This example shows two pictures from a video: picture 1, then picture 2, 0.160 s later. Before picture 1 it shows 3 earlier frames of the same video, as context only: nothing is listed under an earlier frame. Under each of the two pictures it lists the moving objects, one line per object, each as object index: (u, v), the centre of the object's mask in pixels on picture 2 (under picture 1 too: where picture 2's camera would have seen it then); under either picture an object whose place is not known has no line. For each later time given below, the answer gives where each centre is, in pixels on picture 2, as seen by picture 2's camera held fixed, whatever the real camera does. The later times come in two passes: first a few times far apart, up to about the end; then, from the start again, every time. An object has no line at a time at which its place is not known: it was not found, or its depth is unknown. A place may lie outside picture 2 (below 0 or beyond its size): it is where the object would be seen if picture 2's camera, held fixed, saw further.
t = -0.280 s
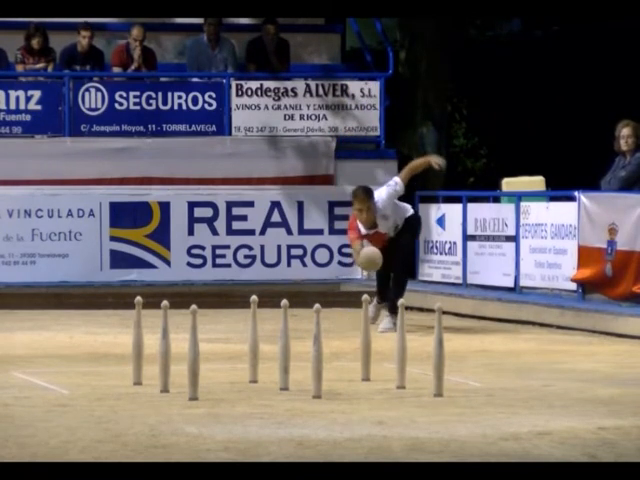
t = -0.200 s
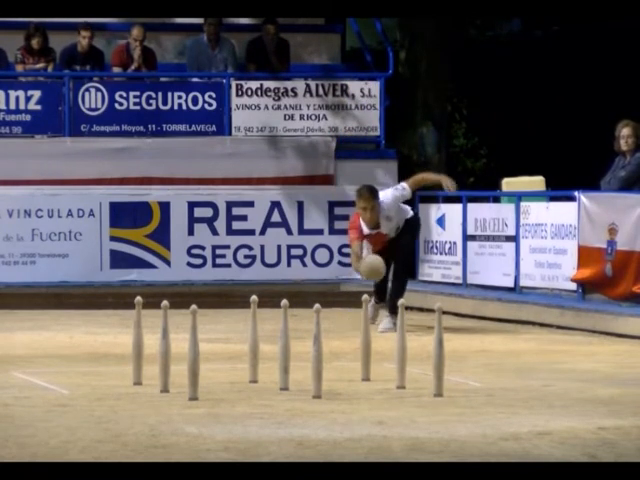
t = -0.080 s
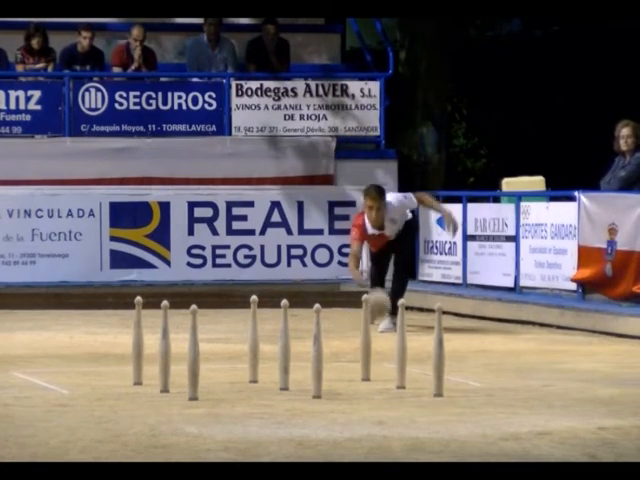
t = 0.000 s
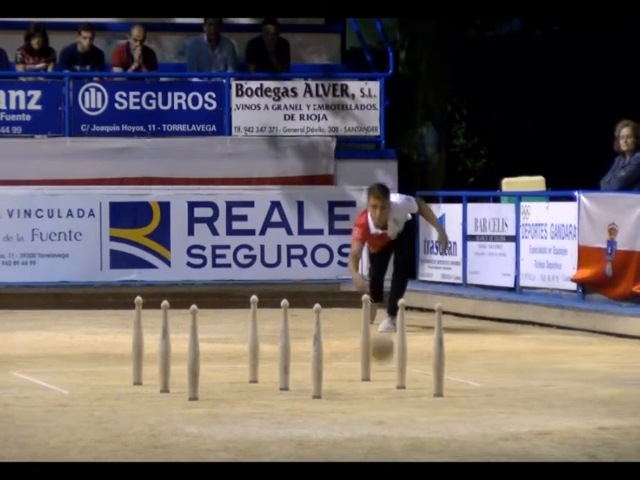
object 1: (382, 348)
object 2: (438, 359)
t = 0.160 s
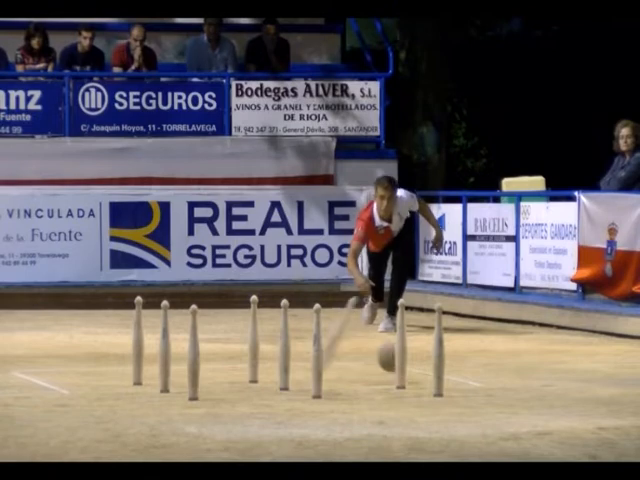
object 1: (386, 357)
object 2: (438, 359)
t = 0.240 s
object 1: (402, 369)
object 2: (438, 360)
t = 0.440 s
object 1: (421, 381)
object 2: (457, 358)
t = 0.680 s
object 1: (435, 390)
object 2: (517, 385)
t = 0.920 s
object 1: (447, 401)
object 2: (558, 398)
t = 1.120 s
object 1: (458, 410)
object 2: (569, 399)
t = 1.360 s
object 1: (470, 421)
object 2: (568, 399)
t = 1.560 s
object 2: (563, 400)
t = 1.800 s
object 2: (560, 400)
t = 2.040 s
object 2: (560, 400)
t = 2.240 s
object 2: (559, 400)
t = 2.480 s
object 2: (559, 400)
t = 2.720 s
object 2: (559, 400)
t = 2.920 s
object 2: (559, 400)
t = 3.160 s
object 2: (560, 400)
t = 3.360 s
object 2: (559, 400)
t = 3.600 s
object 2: (559, 400)
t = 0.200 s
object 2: (438, 359)
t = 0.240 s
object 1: (402, 369)
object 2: (438, 360)
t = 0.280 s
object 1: (411, 372)
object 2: (438, 360)
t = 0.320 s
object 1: (415, 375)
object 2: (438, 360)
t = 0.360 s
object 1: (419, 378)
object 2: (438, 359)
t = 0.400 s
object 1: (432, 380)
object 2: (443, 357)
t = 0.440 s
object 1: (421, 381)
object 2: (457, 358)
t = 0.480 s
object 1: (423, 383)
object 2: (471, 356)
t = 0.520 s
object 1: (423, 384)
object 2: (479, 359)
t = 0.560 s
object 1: (427, 385)
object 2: (487, 368)
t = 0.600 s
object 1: (432, 388)
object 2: (483, 381)
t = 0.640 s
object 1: (433, 389)
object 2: (507, 376)
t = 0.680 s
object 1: (435, 390)
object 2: (517, 385)
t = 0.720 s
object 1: (436, 392)
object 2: (527, 396)
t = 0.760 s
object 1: (438, 393)
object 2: (535, 398)
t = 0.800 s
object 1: (441, 395)
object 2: (540, 397)
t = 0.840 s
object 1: (442, 396)
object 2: (548, 398)
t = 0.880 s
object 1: (445, 397)
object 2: (554, 398)
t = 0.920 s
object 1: (447, 401)
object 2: (558, 398)
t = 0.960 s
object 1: (450, 403)
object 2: (563, 399)
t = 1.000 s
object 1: (452, 404)
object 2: (564, 399)
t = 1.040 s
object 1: (454, 406)
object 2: (566, 399)
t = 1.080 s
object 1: (456, 408)
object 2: (568, 399)
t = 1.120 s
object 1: (458, 410)
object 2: (569, 399)
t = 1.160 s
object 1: (460, 411)
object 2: (569, 399)
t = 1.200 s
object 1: (462, 414)
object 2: (569, 398)
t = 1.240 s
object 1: (464, 416)
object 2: (569, 398)
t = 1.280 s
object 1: (466, 417)
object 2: (569, 398)
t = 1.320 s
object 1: (468, 418)
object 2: (568, 399)
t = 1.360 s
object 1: (470, 421)
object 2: (568, 399)
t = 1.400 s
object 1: (471, 421)
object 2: (566, 399)
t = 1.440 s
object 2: (565, 399)
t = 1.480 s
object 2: (565, 400)
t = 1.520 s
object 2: (564, 400)
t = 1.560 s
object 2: (563, 400)
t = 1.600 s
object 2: (562, 400)
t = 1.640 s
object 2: (561, 400)
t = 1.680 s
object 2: (560, 400)
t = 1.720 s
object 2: (560, 400)
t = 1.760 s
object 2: (560, 400)
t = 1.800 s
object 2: (560, 400)
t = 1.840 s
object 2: (560, 400)
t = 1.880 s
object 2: (560, 400)
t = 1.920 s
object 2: (560, 400)
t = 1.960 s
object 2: (560, 400)
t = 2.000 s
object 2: (560, 400)
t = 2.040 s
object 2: (560, 400)
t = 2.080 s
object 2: (560, 400)
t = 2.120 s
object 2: (560, 400)
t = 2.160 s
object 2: (560, 400)
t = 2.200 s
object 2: (559, 400)
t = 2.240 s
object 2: (559, 400)
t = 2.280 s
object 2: (559, 400)
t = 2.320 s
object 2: (560, 400)
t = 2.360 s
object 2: (559, 400)
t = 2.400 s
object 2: (559, 400)
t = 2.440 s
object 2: (559, 400)
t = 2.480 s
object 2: (559, 400)
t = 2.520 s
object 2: (559, 400)
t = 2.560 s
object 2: (559, 400)
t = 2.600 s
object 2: (559, 400)
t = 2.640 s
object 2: (559, 400)
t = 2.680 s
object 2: (559, 400)
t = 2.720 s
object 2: (559, 400)
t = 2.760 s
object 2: (559, 400)
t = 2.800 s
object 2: (559, 400)
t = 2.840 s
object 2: (559, 400)
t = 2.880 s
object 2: (559, 400)
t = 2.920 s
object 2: (559, 400)
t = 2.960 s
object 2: (559, 400)
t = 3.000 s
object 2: (559, 400)
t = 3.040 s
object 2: (559, 400)
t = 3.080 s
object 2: (559, 400)
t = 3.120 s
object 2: (560, 400)
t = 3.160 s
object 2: (560, 400)
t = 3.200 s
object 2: (559, 400)
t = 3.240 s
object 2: (559, 400)
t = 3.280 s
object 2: (559, 400)
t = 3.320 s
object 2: (559, 400)
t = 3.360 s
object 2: (559, 400)
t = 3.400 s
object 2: (559, 400)
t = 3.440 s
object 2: (560, 400)
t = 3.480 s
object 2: (559, 400)
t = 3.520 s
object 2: (559, 400)
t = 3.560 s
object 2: (559, 400)
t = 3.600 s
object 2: (559, 400)
